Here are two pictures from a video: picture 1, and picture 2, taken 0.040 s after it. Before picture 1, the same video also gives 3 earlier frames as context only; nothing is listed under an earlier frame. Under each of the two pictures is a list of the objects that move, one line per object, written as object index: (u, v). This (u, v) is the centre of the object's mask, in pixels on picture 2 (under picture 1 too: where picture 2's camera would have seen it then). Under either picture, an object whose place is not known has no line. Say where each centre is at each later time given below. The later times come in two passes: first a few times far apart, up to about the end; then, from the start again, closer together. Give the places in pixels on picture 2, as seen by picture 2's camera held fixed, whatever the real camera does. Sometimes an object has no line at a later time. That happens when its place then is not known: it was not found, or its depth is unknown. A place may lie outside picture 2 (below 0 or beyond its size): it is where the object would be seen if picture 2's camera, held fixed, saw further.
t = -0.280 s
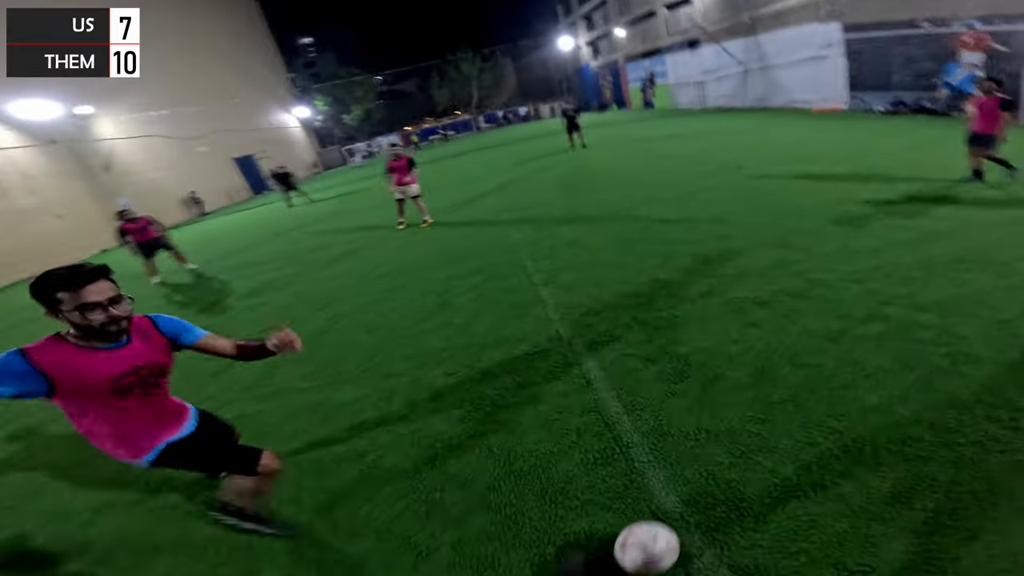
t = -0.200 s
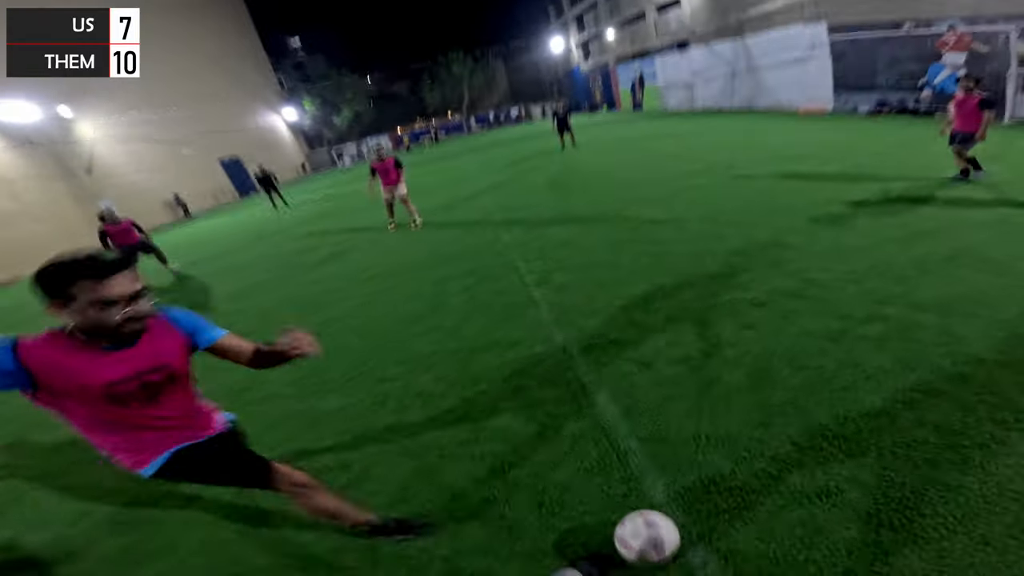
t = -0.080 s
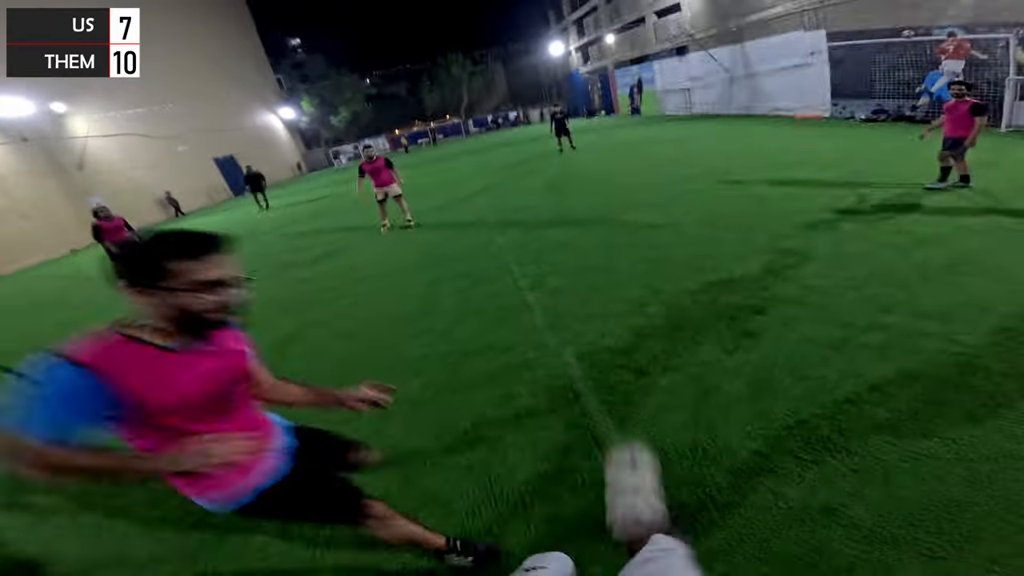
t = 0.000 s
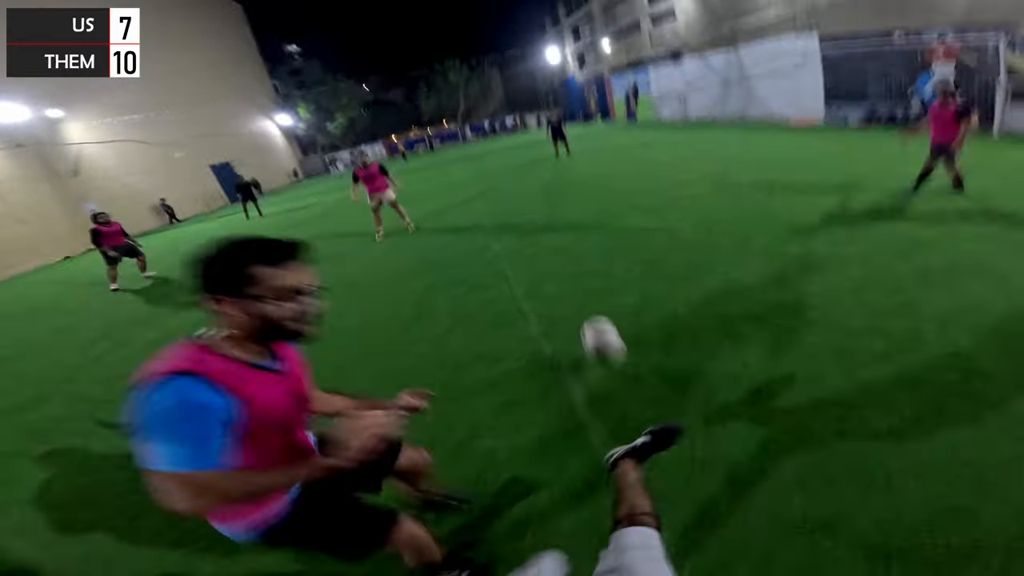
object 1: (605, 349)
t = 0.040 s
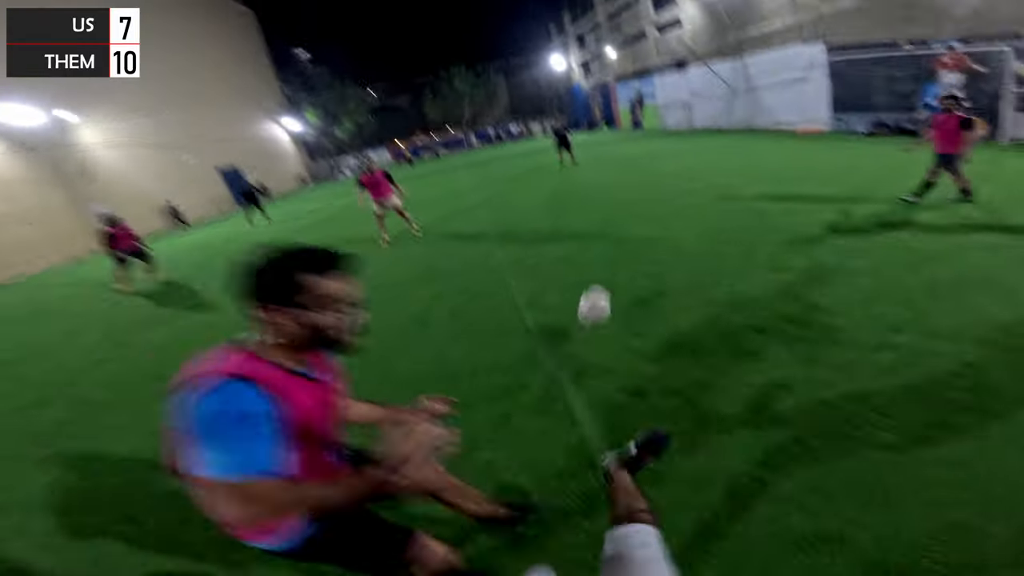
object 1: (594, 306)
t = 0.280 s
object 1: (559, 226)
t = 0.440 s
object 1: (551, 195)
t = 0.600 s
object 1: (556, 187)
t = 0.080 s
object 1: (583, 278)
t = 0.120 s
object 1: (579, 258)
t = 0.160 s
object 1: (568, 249)
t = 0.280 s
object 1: (559, 226)
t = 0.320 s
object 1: (556, 214)
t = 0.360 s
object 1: (553, 207)
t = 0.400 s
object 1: (551, 201)
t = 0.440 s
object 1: (551, 195)
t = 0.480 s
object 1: (553, 192)
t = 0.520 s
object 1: (551, 190)
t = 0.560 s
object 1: (553, 189)
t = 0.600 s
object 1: (556, 187)
